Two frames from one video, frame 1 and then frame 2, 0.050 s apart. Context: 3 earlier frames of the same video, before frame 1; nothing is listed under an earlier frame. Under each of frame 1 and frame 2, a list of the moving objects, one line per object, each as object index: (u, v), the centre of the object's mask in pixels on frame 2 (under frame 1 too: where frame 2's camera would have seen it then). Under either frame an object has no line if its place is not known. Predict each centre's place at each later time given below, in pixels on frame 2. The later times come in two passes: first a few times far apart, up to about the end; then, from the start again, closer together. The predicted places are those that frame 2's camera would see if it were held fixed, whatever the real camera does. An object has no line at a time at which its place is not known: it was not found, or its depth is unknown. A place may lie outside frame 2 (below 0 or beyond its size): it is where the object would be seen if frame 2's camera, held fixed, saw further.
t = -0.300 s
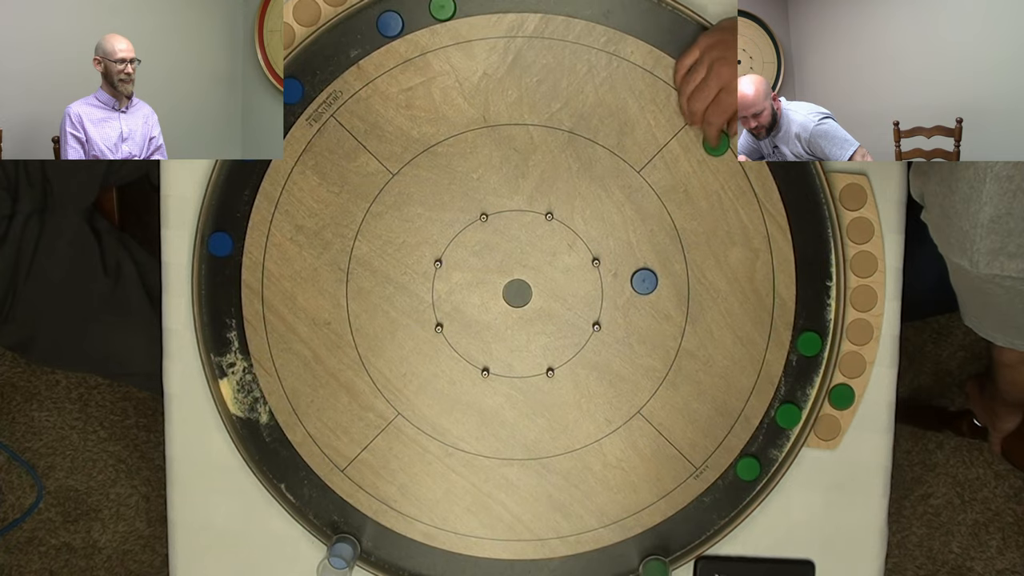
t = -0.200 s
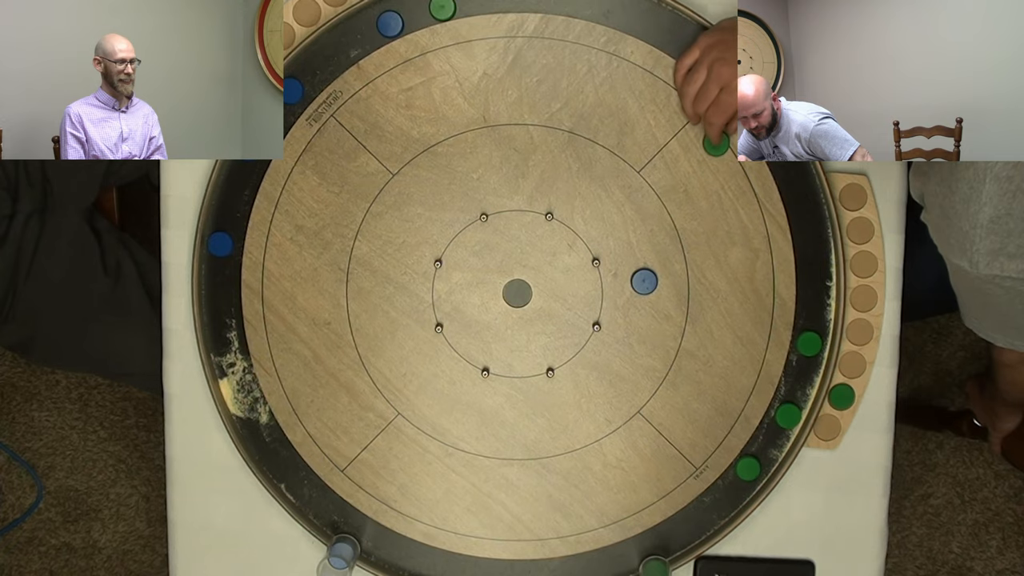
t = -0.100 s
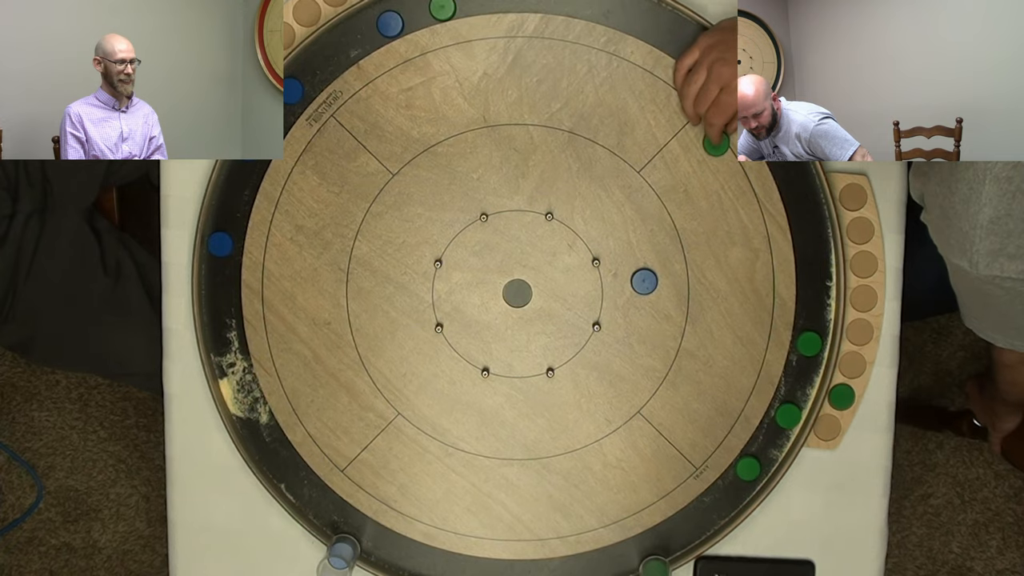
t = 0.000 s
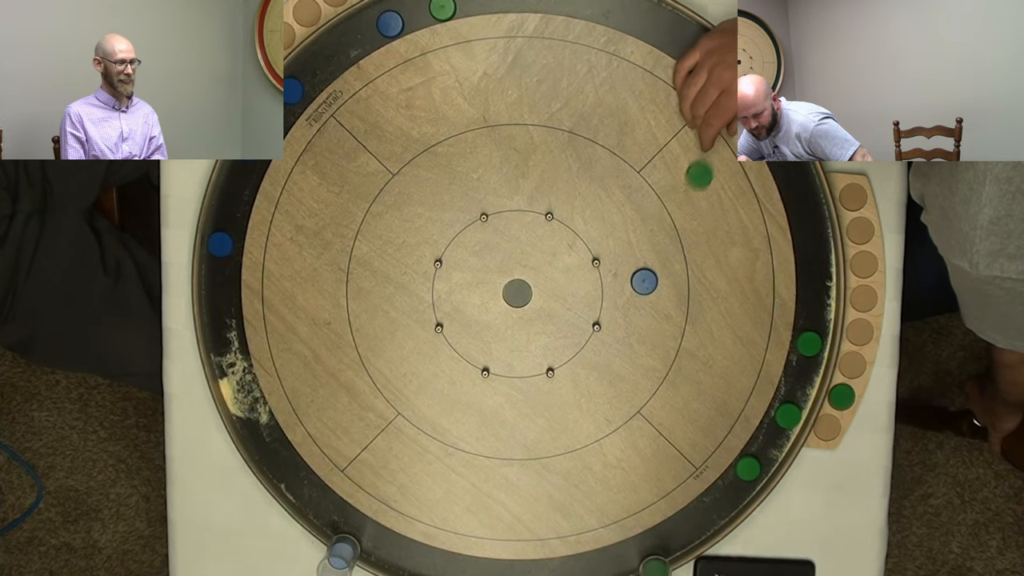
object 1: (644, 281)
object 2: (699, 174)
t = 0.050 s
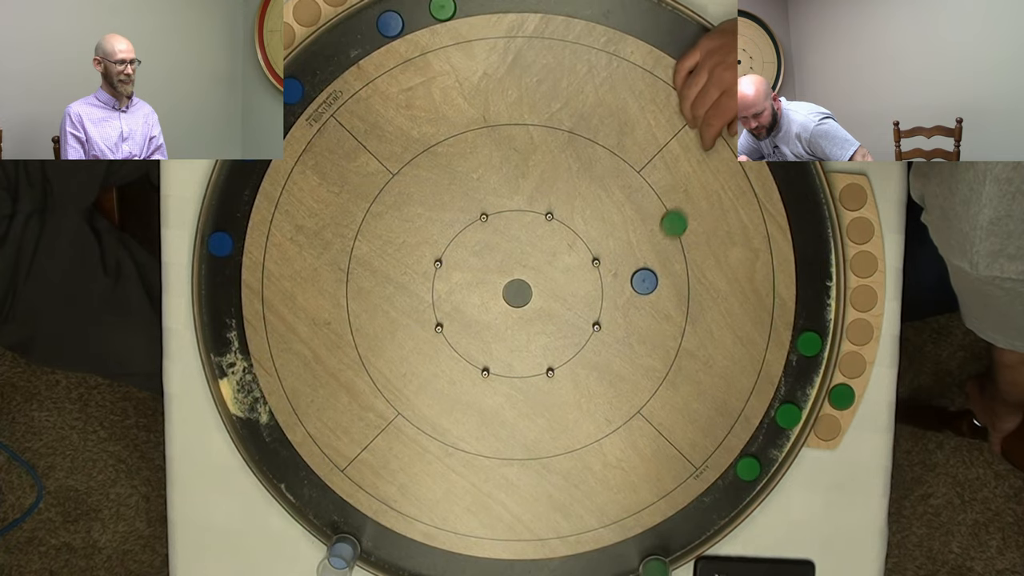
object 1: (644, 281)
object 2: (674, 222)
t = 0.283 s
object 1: (587, 407)
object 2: (652, 257)
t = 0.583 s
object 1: (533, 516)
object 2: (652, 256)
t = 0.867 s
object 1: (513, 549)
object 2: (652, 256)
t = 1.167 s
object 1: (513, 549)
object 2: (652, 256)
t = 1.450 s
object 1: (512, 549)
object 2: (652, 256)
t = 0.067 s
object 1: (644, 281)
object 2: (665, 238)
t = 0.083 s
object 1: (644, 281)
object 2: (658, 253)
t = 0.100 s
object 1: (640, 292)
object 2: (655, 256)
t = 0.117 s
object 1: (634, 304)
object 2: (654, 257)
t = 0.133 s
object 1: (629, 316)
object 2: (653, 257)
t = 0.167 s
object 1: (619, 339)
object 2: (652, 257)
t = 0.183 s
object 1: (614, 350)
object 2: (652, 257)
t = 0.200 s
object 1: (609, 360)
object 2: (652, 257)
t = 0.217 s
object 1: (604, 370)
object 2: (652, 257)
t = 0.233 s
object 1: (600, 380)
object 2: (652, 257)
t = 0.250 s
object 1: (596, 389)
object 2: (652, 257)
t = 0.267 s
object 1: (592, 398)
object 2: (652, 257)
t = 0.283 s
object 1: (587, 407)
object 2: (652, 257)
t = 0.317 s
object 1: (580, 423)
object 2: (652, 257)
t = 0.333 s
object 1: (576, 431)
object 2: (652, 257)
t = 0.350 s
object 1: (573, 438)
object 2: (652, 256)
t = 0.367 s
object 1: (569, 446)
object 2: (652, 257)
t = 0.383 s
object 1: (566, 452)
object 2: (652, 257)
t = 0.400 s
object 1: (563, 459)
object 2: (652, 257)
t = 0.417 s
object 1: (560, 465)
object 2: (652, 257)
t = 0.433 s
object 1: (557, 471)
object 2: (652, 257)
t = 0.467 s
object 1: (551, 482)
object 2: (652, 257)
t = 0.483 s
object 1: (548, 487)
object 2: (652, 256)
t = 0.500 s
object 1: (545, 493)
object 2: (652, 256)
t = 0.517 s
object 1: (542, 498)
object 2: (652, 256)
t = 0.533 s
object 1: (540, 503)
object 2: (652, 256)
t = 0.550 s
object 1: (537, 507)
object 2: (652, 256)
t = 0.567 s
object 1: (535, 511)
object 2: (652, 256)
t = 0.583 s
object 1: (533, 516)
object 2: (652, 256)
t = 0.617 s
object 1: (529, 523)
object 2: (652, 256)
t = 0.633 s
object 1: (527, 526)
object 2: (652, 256)
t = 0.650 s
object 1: (525, 529)
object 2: (652, 256)
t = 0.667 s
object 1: (523, 532)
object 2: (652, 256)
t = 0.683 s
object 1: (522, 534)
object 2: (652, 256)
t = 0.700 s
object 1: (520, 537)
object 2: (652, 256)
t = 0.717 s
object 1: (519, 539)
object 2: (652, 256)
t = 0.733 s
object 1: (518, 541)
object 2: (652, 256)
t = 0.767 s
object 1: (516, 544)
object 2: (652, 256)
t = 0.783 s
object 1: (515, 546)
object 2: (652, 256)
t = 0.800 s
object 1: (514, 547)
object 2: (652, 256)
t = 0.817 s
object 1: (514, 547)
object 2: (652, 256)
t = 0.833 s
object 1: (513, 548)
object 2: (652, 256)
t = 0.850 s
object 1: (513, 548)
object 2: (652, 256)
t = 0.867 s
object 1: (513, 549)
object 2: (652, 256)
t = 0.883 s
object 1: (513, 549)
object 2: (652, 256)
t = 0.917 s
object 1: (513, 549)
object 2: (652, 256)
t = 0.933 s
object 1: (513, 549)
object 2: (652, 256)
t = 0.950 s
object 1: (513, 549)
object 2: (652, 256)
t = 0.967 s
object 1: (513, 549)
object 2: (652, 256)
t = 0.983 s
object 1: (513, 549)
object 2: (652, 256)
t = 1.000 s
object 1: (513, 549)
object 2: (652, 256)
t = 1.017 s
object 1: (513, 549)
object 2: (652, 256)
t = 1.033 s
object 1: (513, 549)
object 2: (652, 256)
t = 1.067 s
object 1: (513, 549)
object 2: (652, 256)
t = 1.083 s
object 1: (513, 549)
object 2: (652, 256)
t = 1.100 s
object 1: (513, 549)
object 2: (652, 256)
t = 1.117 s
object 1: (513, 549)
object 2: (652, 256)
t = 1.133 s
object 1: (513, 549)
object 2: (652, 256)
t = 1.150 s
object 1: (513, 549)
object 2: (652, 256)
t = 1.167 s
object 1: (513, 549)
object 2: (652, 256)
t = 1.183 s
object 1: (513, 549)
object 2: (652, 256)
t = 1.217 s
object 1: (512, 549)
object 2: (652, 256)
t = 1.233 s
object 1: (512, 549)
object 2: (652, 256)
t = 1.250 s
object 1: (512, 549)
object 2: (652, 256)
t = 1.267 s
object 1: (512, 549)
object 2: (652, 256)
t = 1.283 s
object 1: (512, 549)
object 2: (652, 256)
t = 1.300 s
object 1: (512, 549)
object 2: (652, 256)
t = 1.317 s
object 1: (512, 549)
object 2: (652, 256)
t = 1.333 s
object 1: (512, 549)
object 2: (652, 256)
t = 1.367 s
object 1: (512, 549)
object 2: (652, 256)
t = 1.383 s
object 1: (512, 549)
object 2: (652, 256)
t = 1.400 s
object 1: (512, 549)
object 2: (652, 256)
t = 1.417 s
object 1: (512, 549)
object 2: (652, 256)
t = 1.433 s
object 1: (512, 549)
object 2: (652, 256)
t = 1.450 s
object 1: (512, 549)
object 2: (652, 256)
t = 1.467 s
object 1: (512, 549)
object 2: (652, 256)
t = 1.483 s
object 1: (512, 549)
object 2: (652, 256)
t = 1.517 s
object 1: (513, 549)
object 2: (652, 256)
